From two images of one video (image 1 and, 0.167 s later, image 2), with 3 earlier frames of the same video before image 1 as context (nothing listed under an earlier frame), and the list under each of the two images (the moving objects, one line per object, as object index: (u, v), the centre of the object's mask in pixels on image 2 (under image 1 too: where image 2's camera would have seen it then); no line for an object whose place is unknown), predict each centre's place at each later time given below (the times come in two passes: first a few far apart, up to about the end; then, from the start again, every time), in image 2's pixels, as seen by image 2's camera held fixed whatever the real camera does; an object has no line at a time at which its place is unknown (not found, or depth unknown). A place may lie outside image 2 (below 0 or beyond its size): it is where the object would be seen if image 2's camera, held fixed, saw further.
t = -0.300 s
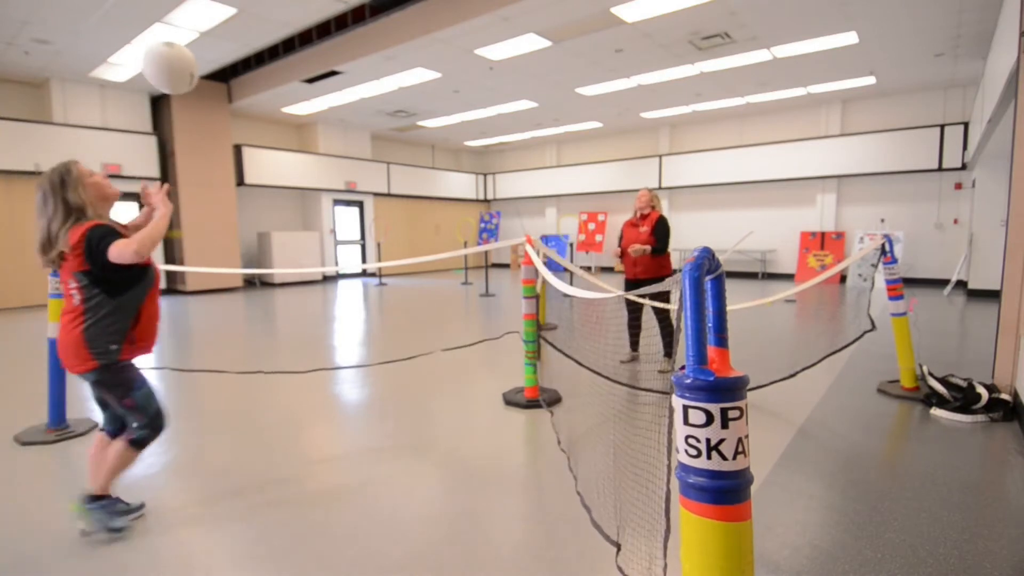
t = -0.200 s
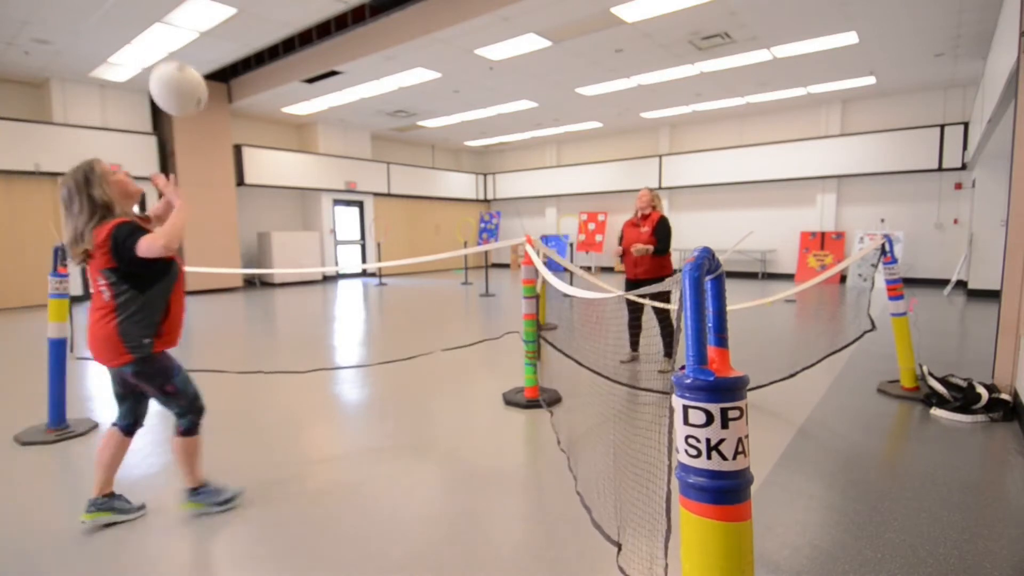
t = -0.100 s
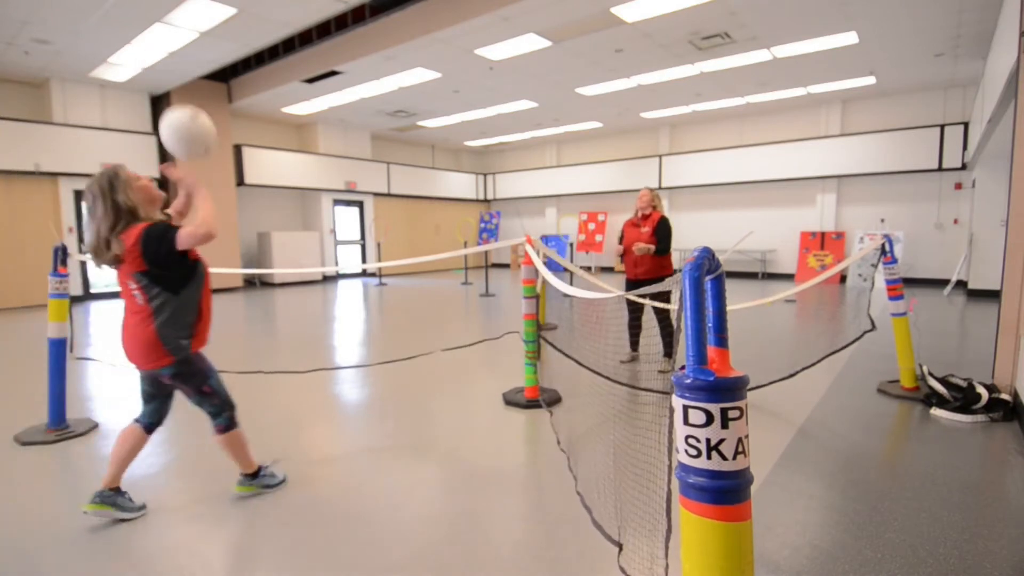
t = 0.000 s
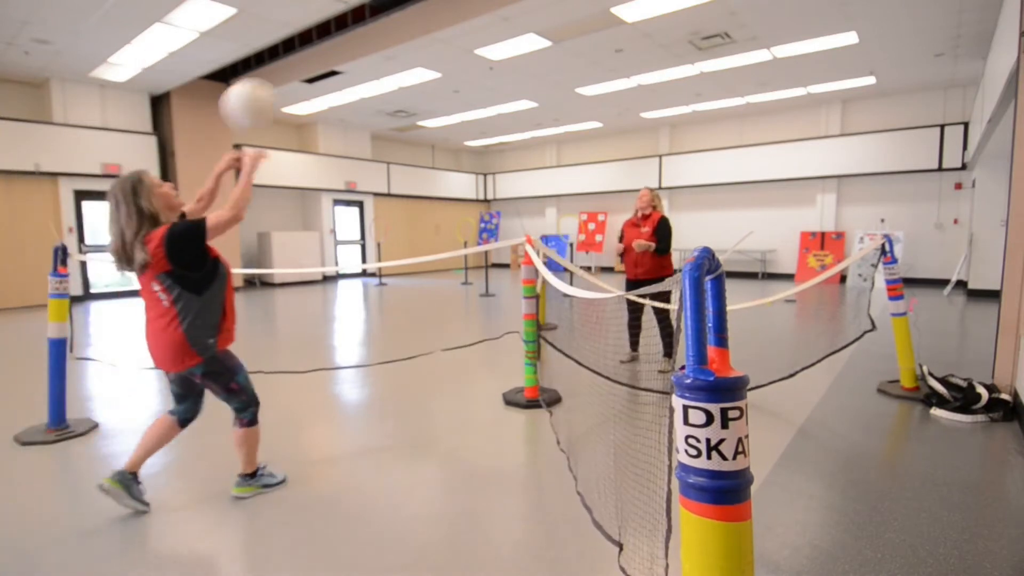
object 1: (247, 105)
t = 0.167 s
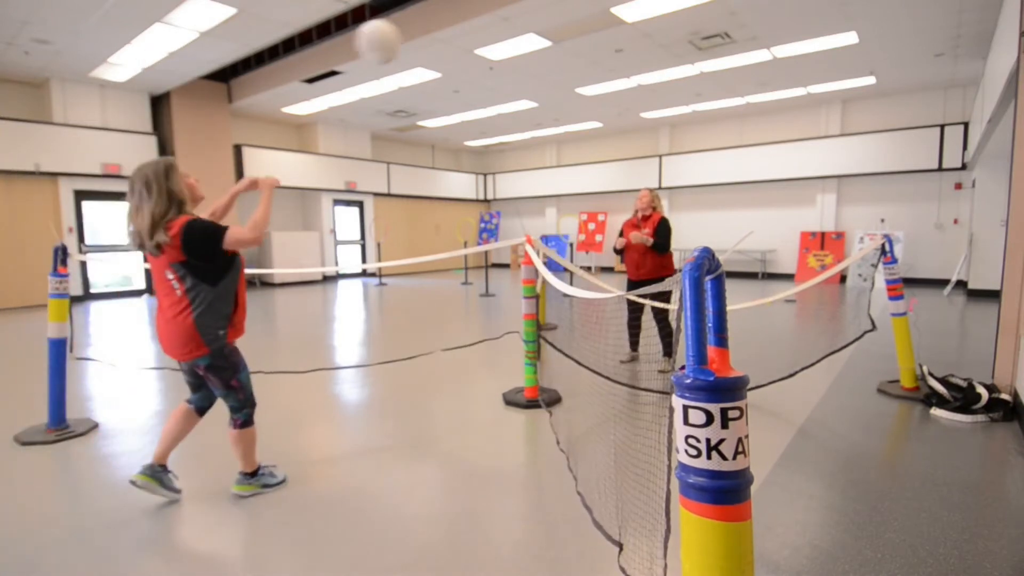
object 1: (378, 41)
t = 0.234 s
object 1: (420, 35)
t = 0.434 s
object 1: (523, 64)
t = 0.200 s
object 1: (399, 37)
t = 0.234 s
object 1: (420, 35)
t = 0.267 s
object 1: (439, 35)
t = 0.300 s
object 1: (458, 37)
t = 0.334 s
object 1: (475, 41)
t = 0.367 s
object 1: (491, 46)
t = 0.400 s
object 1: (508, 53)
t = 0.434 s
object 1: (523, 64)
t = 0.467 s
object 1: (536, 71)
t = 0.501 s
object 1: (549, 82)
